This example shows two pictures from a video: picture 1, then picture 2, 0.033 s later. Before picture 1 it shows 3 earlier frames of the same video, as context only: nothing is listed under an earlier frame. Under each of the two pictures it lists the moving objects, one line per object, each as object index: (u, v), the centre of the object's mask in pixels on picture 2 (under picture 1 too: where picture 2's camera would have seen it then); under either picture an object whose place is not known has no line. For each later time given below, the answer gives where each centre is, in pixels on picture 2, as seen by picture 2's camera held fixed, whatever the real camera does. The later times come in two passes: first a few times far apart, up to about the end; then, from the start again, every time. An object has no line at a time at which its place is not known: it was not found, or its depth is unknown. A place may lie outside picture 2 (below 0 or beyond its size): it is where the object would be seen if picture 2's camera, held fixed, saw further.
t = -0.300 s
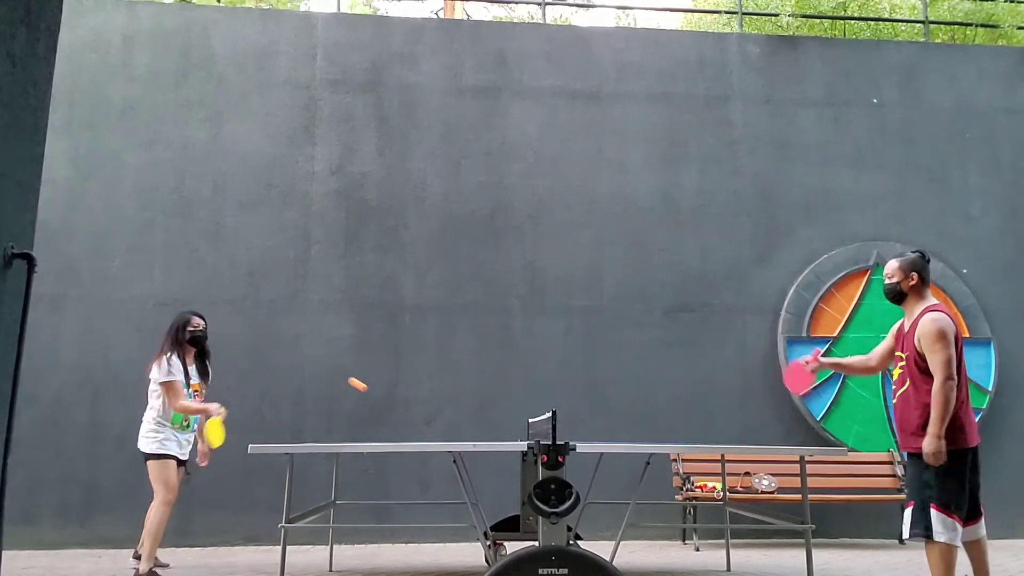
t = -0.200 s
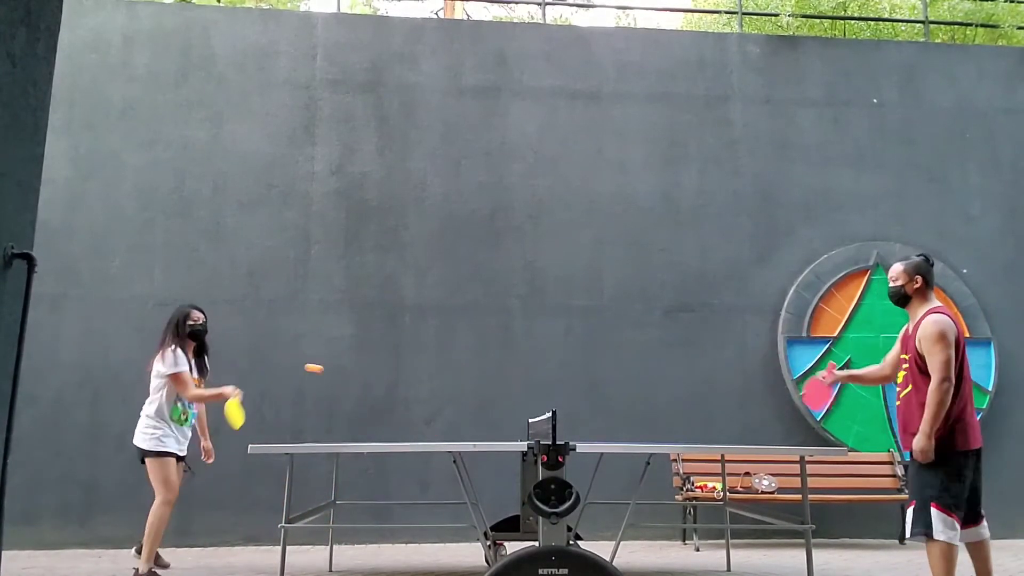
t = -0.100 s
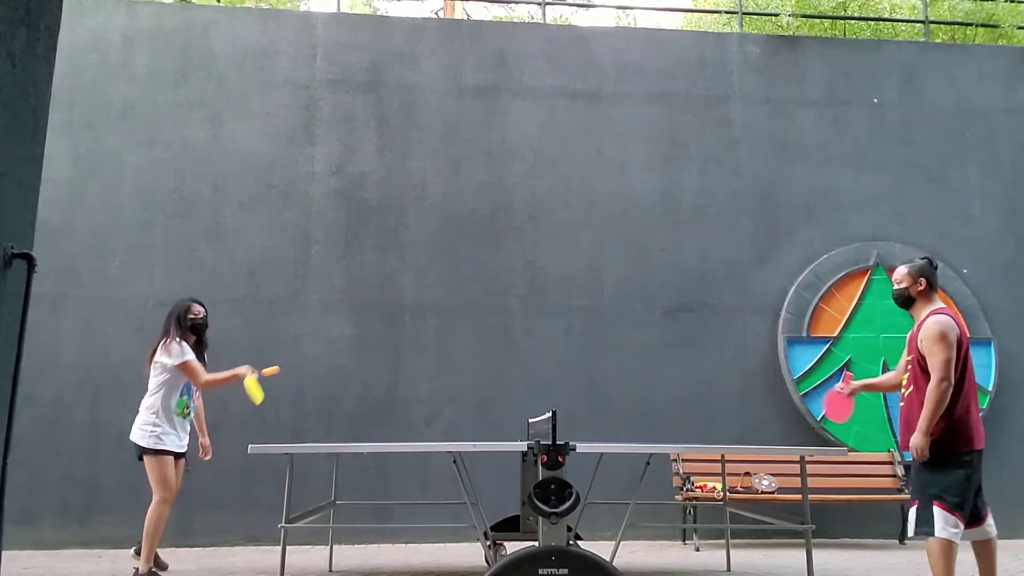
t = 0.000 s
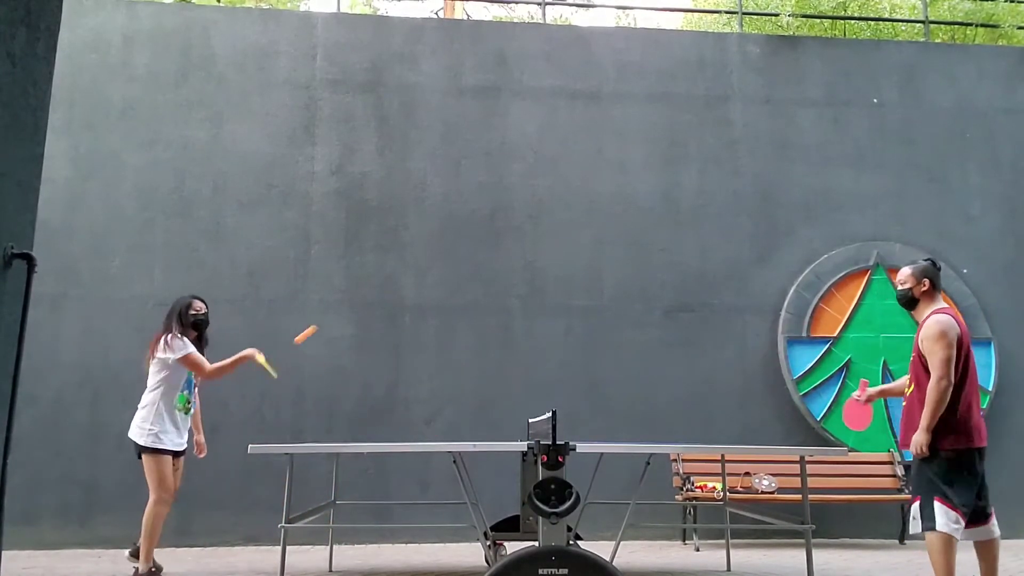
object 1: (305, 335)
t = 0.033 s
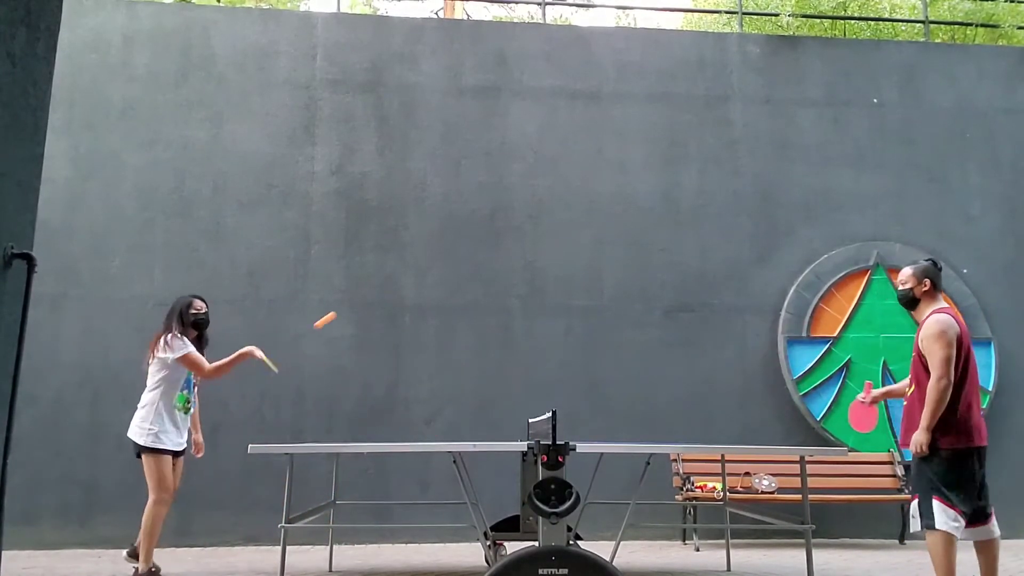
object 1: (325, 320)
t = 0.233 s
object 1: (434, 276)
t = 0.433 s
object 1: (535, 299)
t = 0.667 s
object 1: (651, 411)
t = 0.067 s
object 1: (344, 308)
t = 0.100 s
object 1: (363, 298)
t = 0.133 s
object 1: (381, 290)
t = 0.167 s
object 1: (399, 283)
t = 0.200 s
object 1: (417, 279)
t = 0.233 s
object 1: (434, 276)
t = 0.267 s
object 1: (452, 275)
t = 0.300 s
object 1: (469, 277)
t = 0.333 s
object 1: (485, 280)
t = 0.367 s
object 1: (502, 284)
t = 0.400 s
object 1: (519, 291)
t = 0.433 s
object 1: (535, 299)
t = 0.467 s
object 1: (552, 310)
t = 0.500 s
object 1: (568, 322)
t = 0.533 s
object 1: (585, 336)
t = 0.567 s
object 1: (601, 352)
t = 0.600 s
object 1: (618, 370)
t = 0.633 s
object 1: (635, 390)
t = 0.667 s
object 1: (651, 411)
